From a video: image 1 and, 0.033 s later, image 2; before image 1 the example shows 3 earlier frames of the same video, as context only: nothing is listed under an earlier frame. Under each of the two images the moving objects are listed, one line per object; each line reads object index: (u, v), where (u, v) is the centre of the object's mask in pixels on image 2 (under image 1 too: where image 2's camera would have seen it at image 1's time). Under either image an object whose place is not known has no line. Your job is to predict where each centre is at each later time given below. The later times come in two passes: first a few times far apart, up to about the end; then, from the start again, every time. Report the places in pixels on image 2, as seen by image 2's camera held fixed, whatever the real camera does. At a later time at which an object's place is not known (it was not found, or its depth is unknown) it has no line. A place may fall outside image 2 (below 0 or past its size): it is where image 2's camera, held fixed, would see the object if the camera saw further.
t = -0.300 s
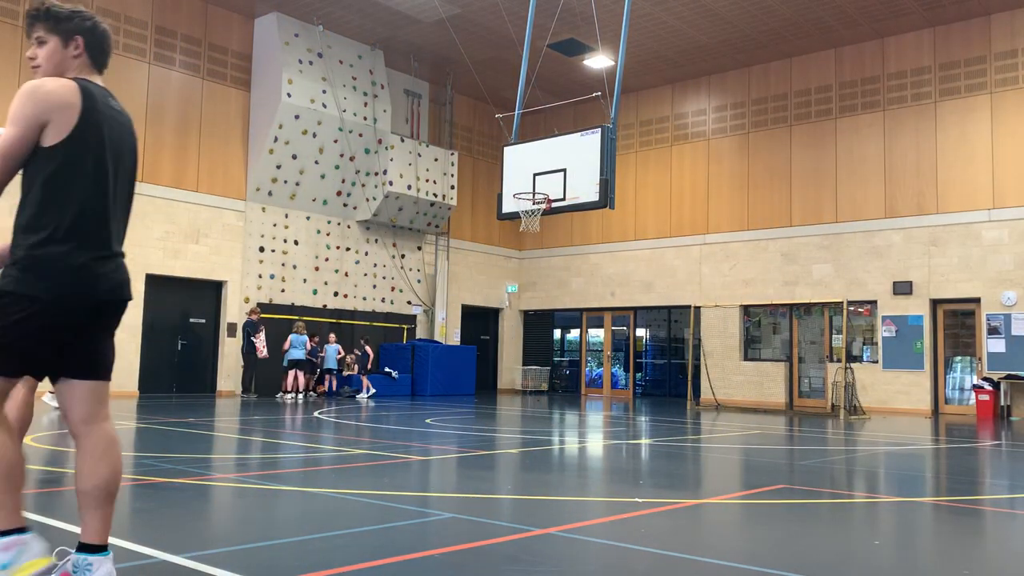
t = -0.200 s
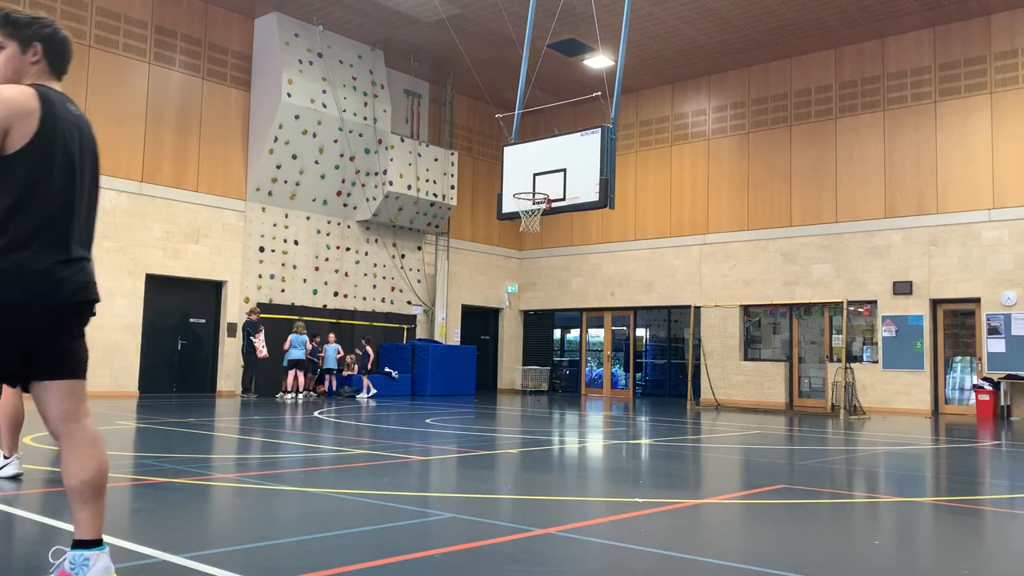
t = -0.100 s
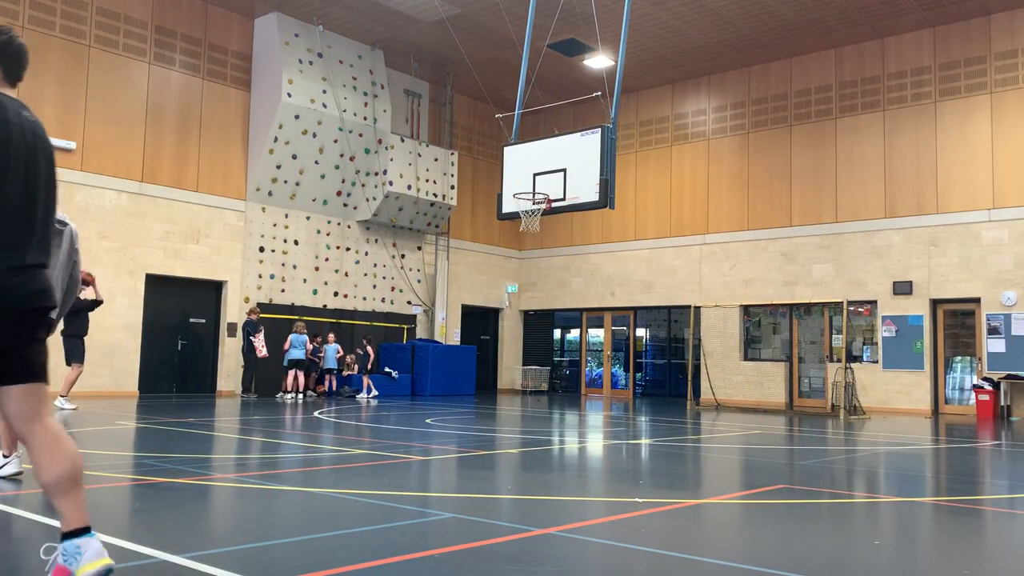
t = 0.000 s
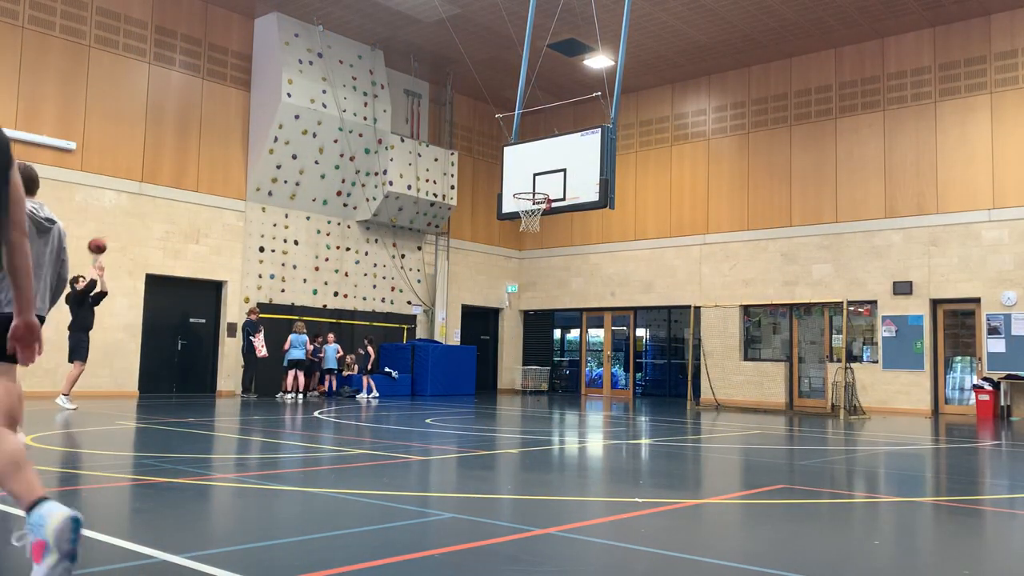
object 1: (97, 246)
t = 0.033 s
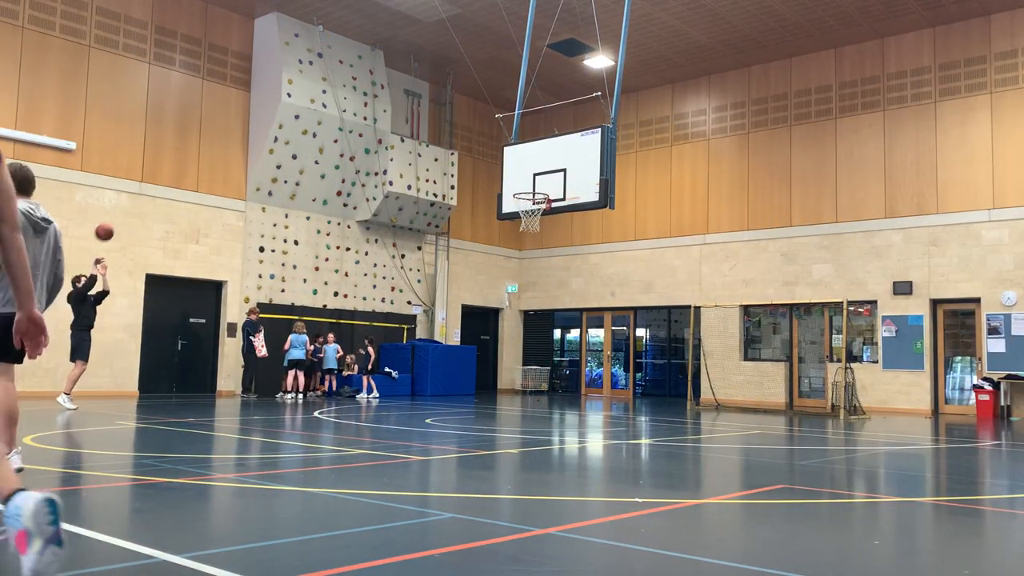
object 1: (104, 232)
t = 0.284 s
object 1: (155, 153)
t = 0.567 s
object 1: (208, 114)
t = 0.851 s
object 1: (259, 131)
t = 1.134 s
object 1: (307, 203)
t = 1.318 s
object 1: (338, 280)
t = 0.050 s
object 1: (107, 226)
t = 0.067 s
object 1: (111, 219)
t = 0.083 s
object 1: (114, 213)
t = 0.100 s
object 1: (118, 207)
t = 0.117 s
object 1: (121, 201)
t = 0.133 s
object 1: (125, 195)
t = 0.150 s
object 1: (128, 190)
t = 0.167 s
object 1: (131, 185)
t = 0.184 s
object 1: (135, 180)
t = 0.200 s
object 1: (138, 175)
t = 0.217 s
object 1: (141, 171)
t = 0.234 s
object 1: (145, 166)
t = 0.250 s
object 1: (148, 162)
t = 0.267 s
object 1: (151, 158)
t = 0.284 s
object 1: (155, 153)
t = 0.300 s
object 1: (158, 149)
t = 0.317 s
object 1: (161, 146)
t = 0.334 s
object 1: (164, 142)
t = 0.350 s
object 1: (167, 139)
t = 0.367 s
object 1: (170, 136)
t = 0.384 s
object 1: (173, 133)
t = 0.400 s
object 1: (177, 130)
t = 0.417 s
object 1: (180, 128)
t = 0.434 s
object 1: (183, 126)
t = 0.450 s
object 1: (186, 124)
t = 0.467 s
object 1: (189, 121)
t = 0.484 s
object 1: (192, 120)
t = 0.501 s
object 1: (195, 119)
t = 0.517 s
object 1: (198, 117)
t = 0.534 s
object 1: (201, 116)
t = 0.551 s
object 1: (205, 115)
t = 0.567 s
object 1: (208, 114)
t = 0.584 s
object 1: (211, 114)
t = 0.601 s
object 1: (214, 113)
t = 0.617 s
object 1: (217, 113)
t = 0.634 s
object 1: (220, 113)
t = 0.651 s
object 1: (222, 113)
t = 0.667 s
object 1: (226, 114)
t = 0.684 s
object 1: (229, 114)
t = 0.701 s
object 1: (232, 115)
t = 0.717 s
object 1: (235, 116)
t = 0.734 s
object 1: (238, 117)
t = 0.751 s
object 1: (241, 118)
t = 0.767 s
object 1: (243, 120)
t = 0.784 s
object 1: (246, 121)
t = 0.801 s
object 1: (249, 124)
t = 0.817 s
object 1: (252, 126)
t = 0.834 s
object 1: (256, 128)
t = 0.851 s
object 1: (259, 131)
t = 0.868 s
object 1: (261, 133)
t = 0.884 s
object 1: (264, 136)
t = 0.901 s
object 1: (267, 139)
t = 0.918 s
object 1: (270, 143)
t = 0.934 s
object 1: (273, 146)
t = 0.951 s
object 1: (276, 149)
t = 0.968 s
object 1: (278, 153)
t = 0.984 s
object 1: (282, 157)
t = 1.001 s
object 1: (284, 161)
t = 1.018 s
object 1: (287, 166)
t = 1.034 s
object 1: (290, 171)
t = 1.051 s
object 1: (293, 176)
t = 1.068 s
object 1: (296, 180)
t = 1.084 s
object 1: (299, 186)
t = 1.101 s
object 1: (302, 191)
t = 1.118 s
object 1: (305, 197)
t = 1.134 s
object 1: (307, 203)
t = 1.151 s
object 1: (310, 208)
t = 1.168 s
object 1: (313, 215)
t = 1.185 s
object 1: (316, 221)
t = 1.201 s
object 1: (318, 228)
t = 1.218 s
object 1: (322, 235)
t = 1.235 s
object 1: (324, 242)
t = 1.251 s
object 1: (327, 249)
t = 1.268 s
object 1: (330, 257)
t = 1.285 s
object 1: (333, 265)
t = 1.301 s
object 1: (336, 272)
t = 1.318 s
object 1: (338, 280)
